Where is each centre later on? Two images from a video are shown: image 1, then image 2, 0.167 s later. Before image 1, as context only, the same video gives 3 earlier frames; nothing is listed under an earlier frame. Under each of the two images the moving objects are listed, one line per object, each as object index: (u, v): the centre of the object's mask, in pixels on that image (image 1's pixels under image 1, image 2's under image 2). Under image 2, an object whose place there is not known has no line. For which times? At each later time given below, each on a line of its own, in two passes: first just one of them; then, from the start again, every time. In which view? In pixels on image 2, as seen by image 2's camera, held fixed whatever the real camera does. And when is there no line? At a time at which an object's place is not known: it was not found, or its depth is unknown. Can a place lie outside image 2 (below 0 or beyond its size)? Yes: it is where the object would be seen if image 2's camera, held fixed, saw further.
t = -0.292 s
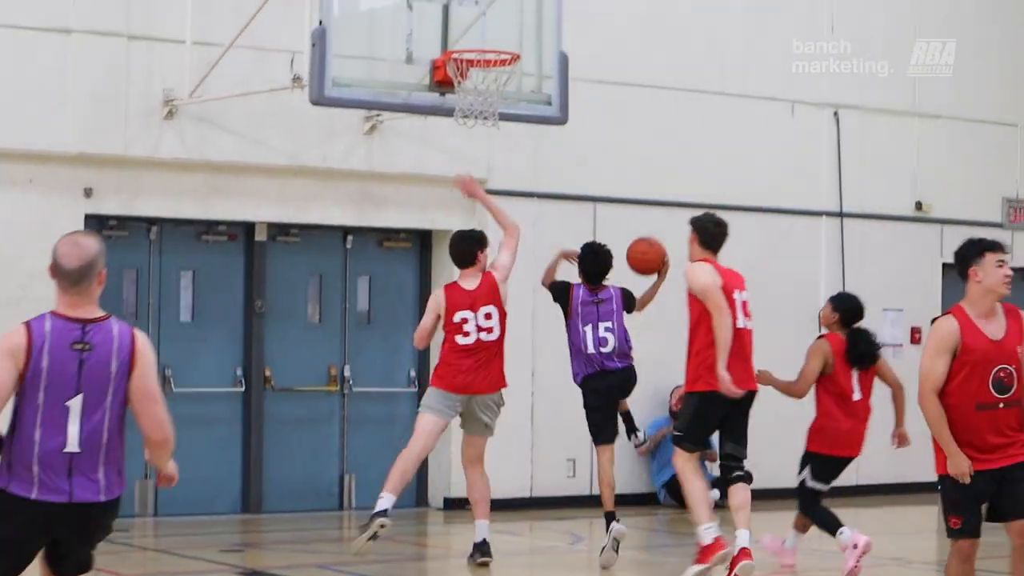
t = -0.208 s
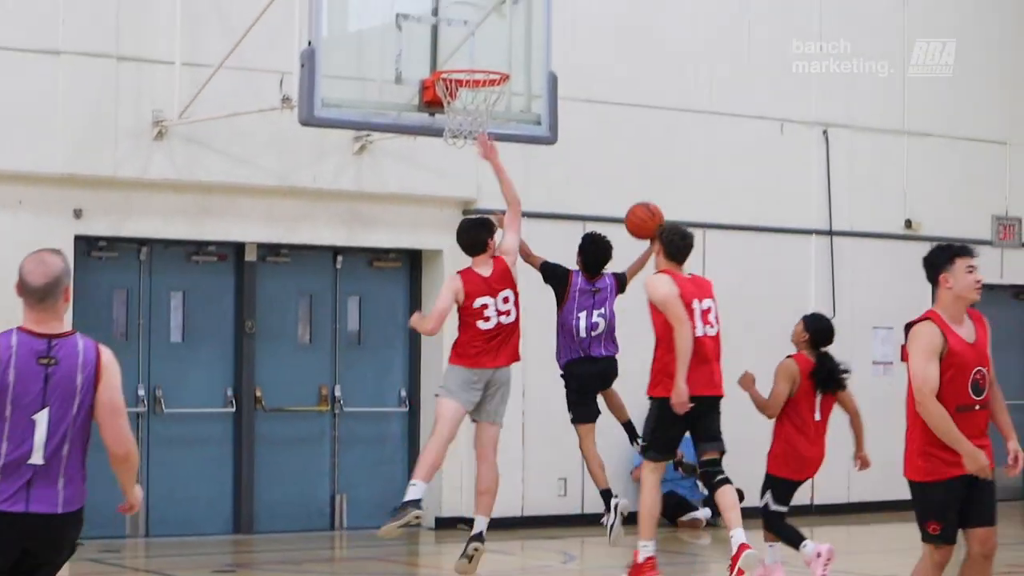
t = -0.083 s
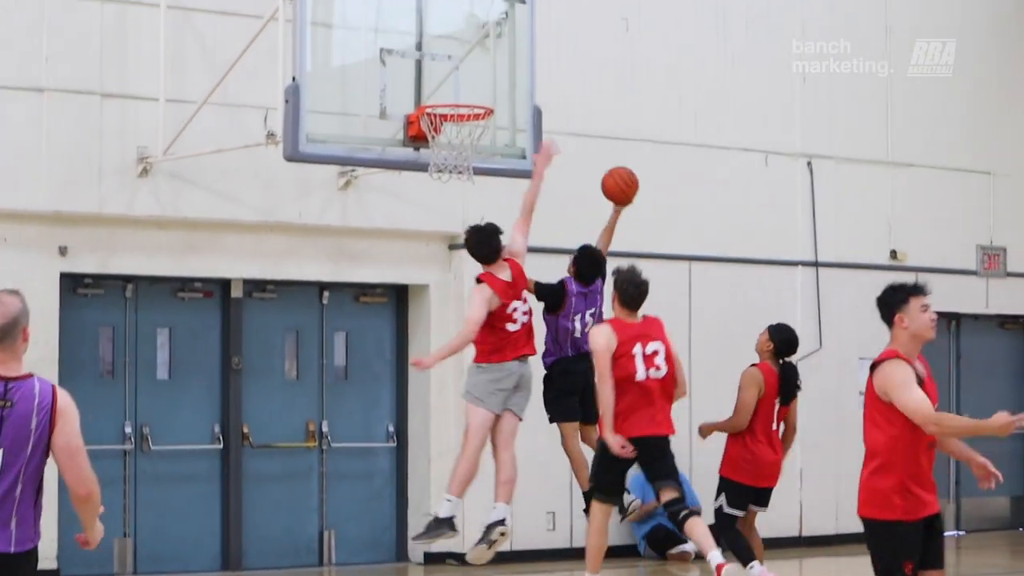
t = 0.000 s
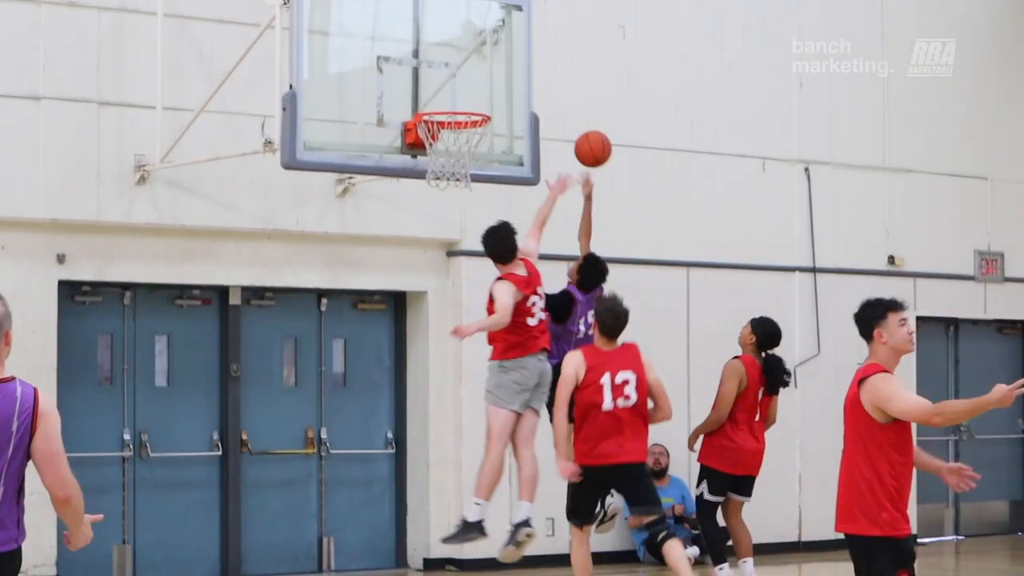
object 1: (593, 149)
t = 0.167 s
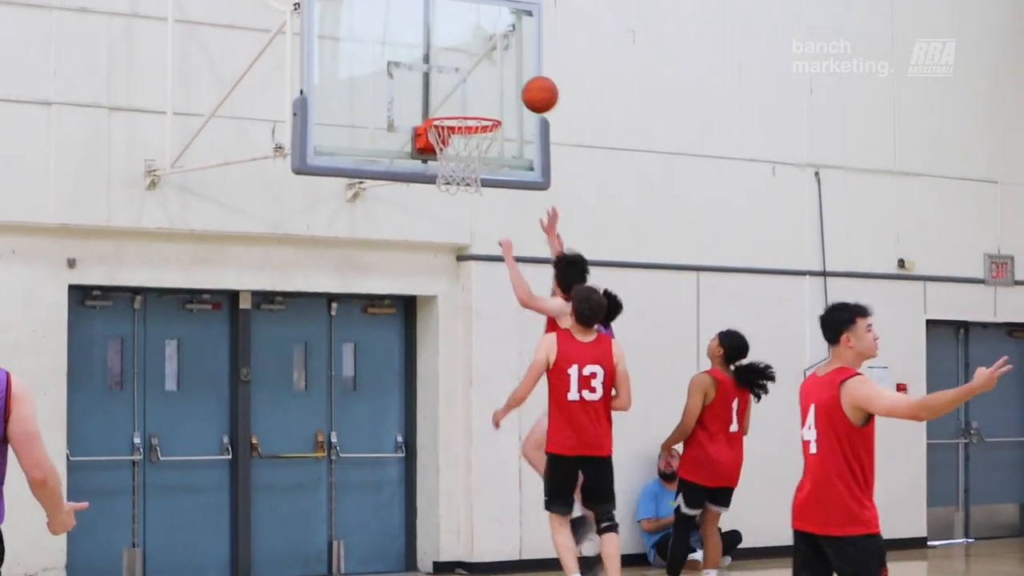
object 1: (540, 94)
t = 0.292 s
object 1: (499, 83)
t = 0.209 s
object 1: (526, 88)
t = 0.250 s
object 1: (512, 85)
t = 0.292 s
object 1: (499, 83)
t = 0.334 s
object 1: (485, 84)
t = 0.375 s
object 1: (471, 87)
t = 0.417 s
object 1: (468, 89)
